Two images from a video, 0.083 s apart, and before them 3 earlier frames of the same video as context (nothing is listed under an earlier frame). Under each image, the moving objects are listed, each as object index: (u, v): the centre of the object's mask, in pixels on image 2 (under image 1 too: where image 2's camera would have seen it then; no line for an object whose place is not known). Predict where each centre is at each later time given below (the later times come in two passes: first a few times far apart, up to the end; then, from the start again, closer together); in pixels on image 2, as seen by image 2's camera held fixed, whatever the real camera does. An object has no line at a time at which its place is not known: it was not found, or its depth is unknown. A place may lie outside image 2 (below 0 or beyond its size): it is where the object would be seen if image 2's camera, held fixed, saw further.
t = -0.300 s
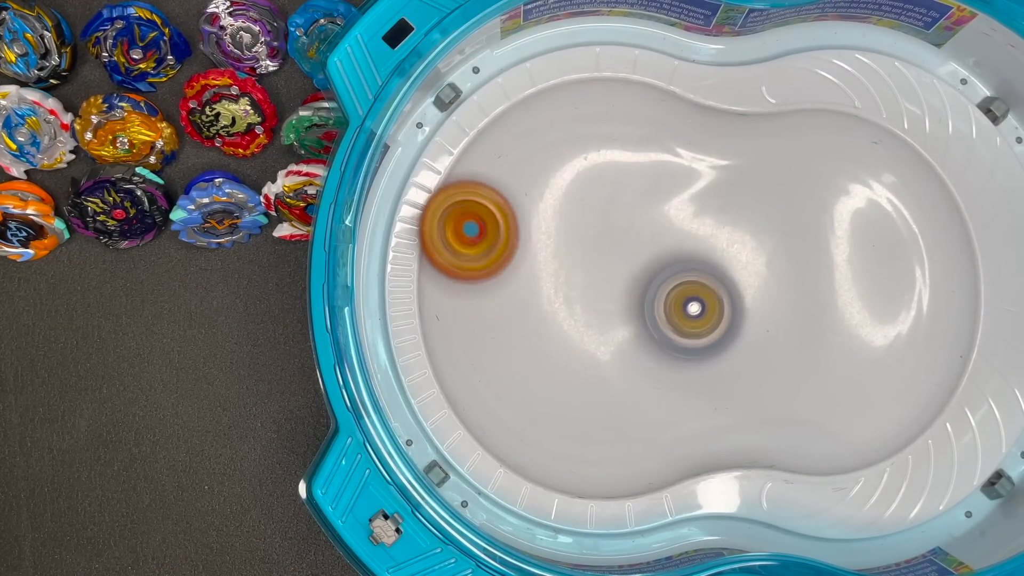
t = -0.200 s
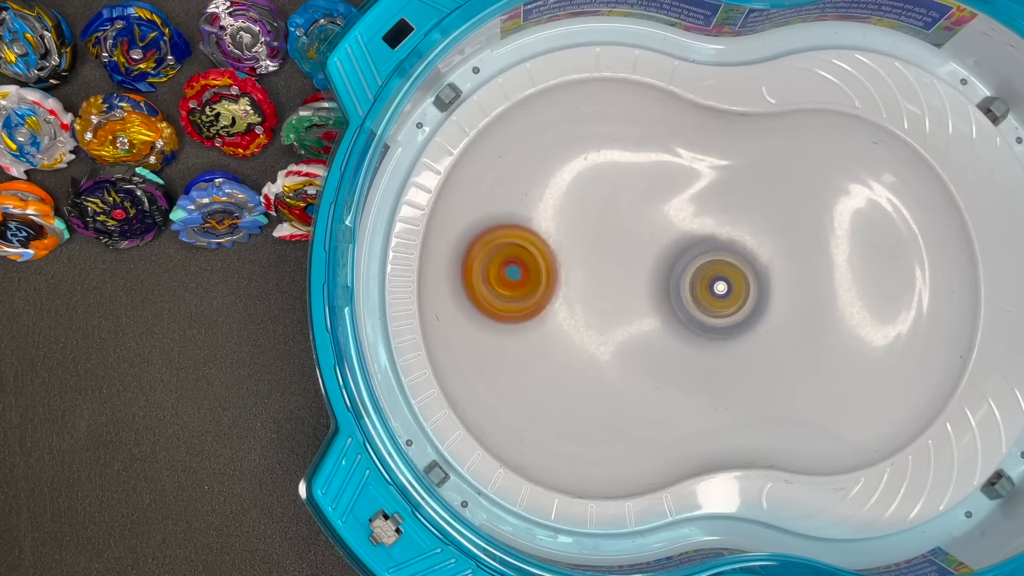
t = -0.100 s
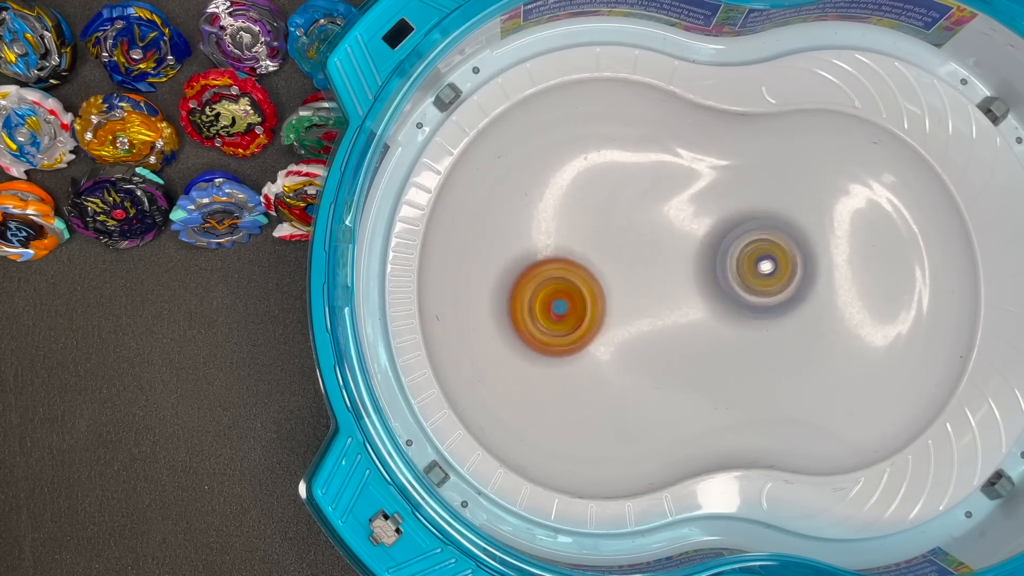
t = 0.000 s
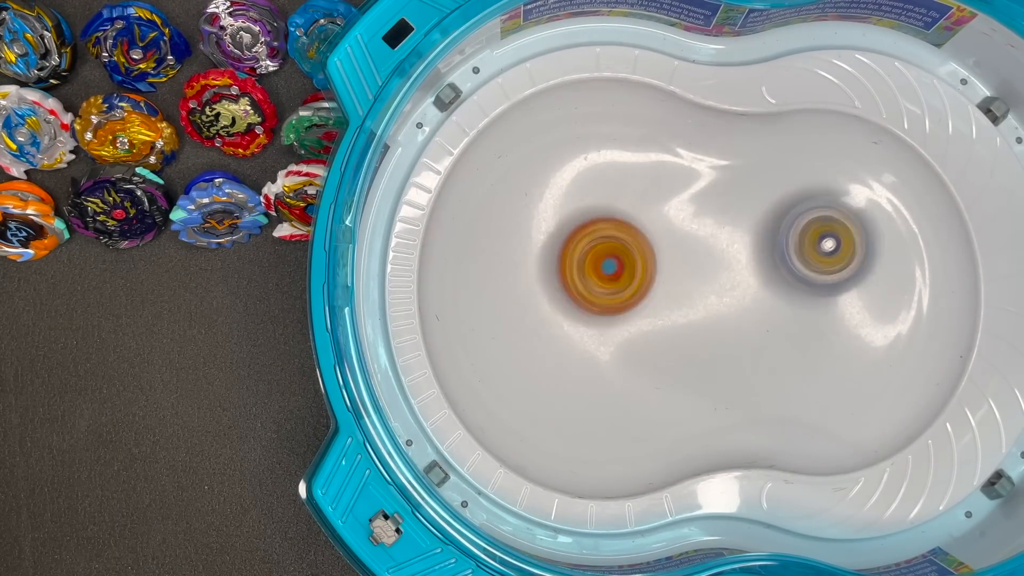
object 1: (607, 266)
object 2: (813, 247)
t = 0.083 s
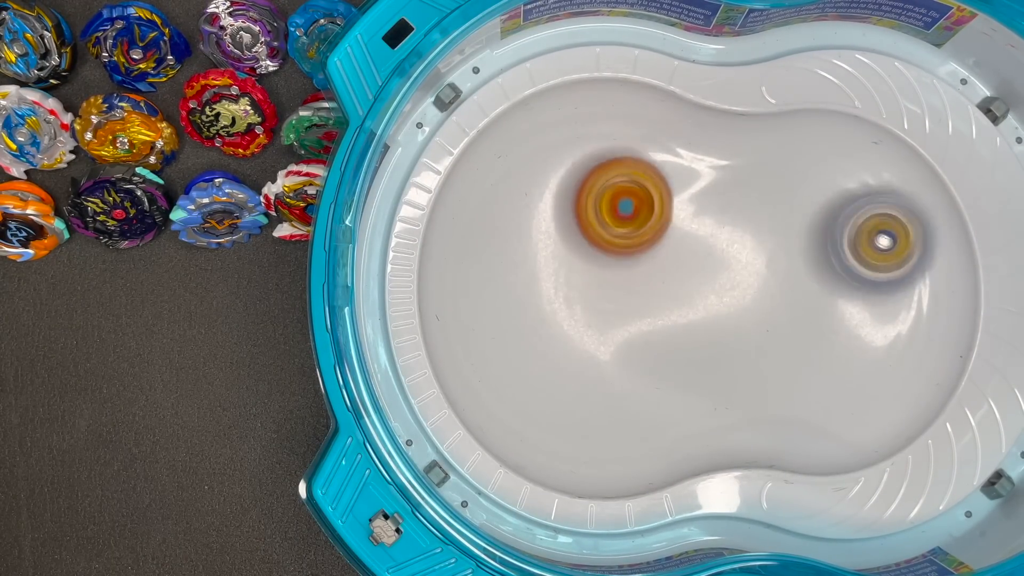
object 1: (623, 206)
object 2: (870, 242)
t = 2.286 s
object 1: (730, 382)
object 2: (534, 235)
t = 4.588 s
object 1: (659, 253)
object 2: (569, 432)
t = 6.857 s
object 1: (685, 227)
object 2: (826, 198)
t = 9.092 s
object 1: (646, 168)
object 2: (773, 324)
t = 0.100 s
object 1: (623, 192)
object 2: (879, 247)
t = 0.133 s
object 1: (614, 166)
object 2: (895, 260)
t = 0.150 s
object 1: (609, 155)
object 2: (902, 268)
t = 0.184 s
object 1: (592, 140)
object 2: (911, 293)
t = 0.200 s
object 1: (583, 135)
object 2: (910, 305)
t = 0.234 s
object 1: (562, 135)
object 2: (905, 333)
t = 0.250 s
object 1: (550, 139)
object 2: (896, 349)
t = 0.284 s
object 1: (529, 154)
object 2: (872, 371)
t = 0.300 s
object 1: (520, 167)
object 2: (851, 379)
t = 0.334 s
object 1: (507, 200)
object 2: (811, 389)
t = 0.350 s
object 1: (503, 220)
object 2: (792, 388)
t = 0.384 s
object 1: (507, 257)
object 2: (749, 380)
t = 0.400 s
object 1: (513, 275)
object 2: (728, 372)
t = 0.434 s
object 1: (535, 310)
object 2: (681, 352)
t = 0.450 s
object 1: (549, 326)
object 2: (660, 339)
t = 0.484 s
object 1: (541, 351)
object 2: (663, 315)
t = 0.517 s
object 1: (529, 372)
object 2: (674, 294)
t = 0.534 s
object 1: (525, 381)
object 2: (682, 284)
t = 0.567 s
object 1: (525, 394)
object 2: (700, 261)
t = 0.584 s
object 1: (527, 399)
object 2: (709, 254)
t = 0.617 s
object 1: (537, 404)
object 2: (733, 231)
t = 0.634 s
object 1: (545, 405)
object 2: (745, 219)
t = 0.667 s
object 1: (566, 402)
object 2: (773, 202)
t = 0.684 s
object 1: (579, 399)
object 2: (794, 192)
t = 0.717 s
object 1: (609, 388)
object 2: (831, 175)
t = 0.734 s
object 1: (624, 381)
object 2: (844, 173)
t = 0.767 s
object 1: (657, 362)
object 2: (883, 168)
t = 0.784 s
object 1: (674, 351)
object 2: (906, 169)
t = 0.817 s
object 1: (712, 326)
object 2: (934, 186)
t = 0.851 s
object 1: (748, 302)
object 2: (941, 215)
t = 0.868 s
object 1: (763, 290)
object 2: (941, 231)
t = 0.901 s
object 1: (789, 268)
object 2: (926, 267)
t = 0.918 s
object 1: (799, 257)
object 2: (920, 286)
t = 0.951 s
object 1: (815, 242)
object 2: (903, 321)
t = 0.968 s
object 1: (821, 235)
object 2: (894, 335)
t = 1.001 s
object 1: (830, 221)
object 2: (871, 356)
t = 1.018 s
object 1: (833, 214)
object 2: (855, 363)
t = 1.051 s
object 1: (837, 200)
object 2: (825, 368)
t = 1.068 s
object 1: (837, 192)
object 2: (811, 367)
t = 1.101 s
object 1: (832, 181)
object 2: (781, 358)
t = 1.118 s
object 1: (826, 176)
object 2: (763, 349)
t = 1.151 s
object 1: (811, 172)
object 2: (729, 332)
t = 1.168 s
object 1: (804, 173)
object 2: (715, 320)
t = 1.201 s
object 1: (788, 177)
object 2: (690, 300)
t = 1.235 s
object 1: (775, 183)
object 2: (669, 277)
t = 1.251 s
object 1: (770, 187)
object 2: (665, 268)
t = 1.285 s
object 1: (761, 195)
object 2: (652, 248)
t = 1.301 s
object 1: (757, 200)
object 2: (647, 241)
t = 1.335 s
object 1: (751, 210)
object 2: (640, 222)
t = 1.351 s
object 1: (750, 215)
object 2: (640, 215)
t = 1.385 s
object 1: (751, 225)
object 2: (637, 205)
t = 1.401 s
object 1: (756, 230)
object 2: (632, 201)
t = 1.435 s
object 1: (766, 241)
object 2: (624, 196)
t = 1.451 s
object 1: (772, 248)
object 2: (620, 193)
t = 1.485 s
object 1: (785, 262)
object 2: (613, 190)
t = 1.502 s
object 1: (795, 269)
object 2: (608, 188)
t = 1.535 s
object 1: (817, 281)
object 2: (603, 182)
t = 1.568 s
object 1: (839, 295)
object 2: (598, 176)
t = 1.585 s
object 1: (851, 300)
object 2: (599, 172)
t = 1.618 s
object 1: (876, 308)
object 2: (597, 167)
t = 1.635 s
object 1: (889, 309)
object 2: (598, 165)
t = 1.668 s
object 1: (912, 303)
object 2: (601, 161)
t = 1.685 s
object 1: (921, 299)
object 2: (603, 160)
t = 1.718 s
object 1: (935, 287)
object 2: (609, 163)
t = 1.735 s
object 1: (939, 279)
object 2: (610, 166)
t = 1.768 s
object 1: (942, 260)
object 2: (614, 175)
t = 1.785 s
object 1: (938, 248)
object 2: (608, 180)
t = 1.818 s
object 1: (922, 225)
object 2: (611, 193)
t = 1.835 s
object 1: (911, 214)
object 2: (603, 199)
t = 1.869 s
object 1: (886, 199)
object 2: (601, 211)
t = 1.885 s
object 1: (871, 194)
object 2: (591, 218)
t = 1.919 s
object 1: (837, 196)
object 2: (586, 228)
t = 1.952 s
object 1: (806, 207)
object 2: (574, 237)
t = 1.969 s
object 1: (790, 215)
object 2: (567, 241)
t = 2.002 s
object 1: (759, 236)
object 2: (555, 247)
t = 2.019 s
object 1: (745, 249)
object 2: (551, 250)
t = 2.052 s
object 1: (725, 272)
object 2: (538, 252)
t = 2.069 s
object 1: (717, 283)
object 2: (535, 253)
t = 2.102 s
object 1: (705, 303)
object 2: (525, 252)
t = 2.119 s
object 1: (701, 314)
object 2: (523, 252)
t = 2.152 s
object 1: (700, 332)
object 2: (516, 248)
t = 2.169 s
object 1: (700, 340)
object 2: (516, 246)
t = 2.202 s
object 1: (704, 355)
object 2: (517, 241)
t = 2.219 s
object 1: (708, 363)
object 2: (519, 238)
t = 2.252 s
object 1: (719, 373)
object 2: (524, 234)
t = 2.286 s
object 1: (730, 382)
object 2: (534, 235)
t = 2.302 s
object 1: (736, 386)
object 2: (539, 235)
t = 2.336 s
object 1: (752, 390)
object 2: (551, 240)
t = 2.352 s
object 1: (760, 392)
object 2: (556, 243)
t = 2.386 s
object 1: (776, 397)
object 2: (567, 253)
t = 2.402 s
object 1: (787, 400)
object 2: (572, 258)
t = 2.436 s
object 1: (805, 403)
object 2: (583, 272)
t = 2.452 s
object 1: (815, 404)
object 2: (588, 279)
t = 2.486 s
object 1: (834, 402)
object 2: (596, 295)
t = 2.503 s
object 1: (842, 397)
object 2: (599, 302)
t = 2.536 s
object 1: (853, 383)
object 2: (605, 319)
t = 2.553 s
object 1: (856, 374)
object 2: (608, 326)
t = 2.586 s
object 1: (859, 353)
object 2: (609, 344)
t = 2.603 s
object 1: (857, 342)
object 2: (611, 353)
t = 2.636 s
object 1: (852, 321)
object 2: (608, 369)
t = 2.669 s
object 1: (841, 299)
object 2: (603, 384)
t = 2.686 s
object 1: (834, 290)
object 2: (598, 388)
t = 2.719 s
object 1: (821, 273)
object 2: (588, 395)
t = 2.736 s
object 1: (814, 263)
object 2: (583, 396)
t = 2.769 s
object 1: (793, 245)
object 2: (571, 394)
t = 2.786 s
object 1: (784, 236)
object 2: (565, 390)
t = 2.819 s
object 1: (759, 217)
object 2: (559, 380)
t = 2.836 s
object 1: (744, 209)
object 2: (555, 371)
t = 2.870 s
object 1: (714, 195)
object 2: (553, 354)
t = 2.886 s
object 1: (696, 187)
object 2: (553, 347)
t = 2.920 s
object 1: (657, 176)
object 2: (558, 327)
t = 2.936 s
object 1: (638, 170)
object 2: (562, 321)
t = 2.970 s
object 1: (595, 156)
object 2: (573, 305)
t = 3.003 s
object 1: (551, 151)
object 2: (589, 287)
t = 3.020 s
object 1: (529, 153)
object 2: (597, 282)
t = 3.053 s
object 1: (489, 170)
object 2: (617, 268)
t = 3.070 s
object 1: (475, 182)
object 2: (620, 267)
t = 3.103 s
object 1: (453, 216)
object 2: (644, 258)
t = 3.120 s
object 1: (449, 238)
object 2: (656, 256)
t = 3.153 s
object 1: (450, 280)
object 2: (678, 248)
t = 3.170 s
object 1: (456, 302)
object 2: (690, 246)
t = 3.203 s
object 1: (482, 344)
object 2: (718, 239)
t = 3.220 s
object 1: (501, 366)
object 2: (731, 237)
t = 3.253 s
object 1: (552, 402)
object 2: (762, 235)
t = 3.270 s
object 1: (577, 413)
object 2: (778, 230)
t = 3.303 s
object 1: (636, 426)
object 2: (805, 226)
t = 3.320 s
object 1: (666, 423)
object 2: (821, 225)
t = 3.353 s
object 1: (724, 415)
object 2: (851, 222)
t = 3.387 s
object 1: (780, 398)
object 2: (877, 225)
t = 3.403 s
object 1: (809, 390)
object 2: (893, 233)
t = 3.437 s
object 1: (863, 369)
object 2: (920, 245)
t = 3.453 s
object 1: (888, 357)
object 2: (932, 260)
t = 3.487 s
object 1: (908, 385)
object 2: (951, 236)
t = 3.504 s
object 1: (915, 400)
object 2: (953, 220)
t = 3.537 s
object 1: (921, 417)
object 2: (955, 192)
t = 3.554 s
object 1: (918, 423)
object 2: (955, 181)
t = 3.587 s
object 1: (907, 430)
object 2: (945, 157)
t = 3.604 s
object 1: (896, 429)
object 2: (938, 149)
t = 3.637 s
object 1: (872, 416)
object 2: (925, 134)
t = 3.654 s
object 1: (857, 408)
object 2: (921, 125)
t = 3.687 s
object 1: (831, 382)
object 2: (913, 103)
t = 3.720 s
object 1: (811, 355)
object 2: (908, 79)
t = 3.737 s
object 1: (799, 343)
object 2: (906, 68)
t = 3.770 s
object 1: (778, 317)
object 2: (902, 51)
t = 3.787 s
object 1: (770, 306)
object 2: (895, 52)
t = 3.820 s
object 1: (749, 283)
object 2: (883, 60)
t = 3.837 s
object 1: (741, 273)
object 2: (879, 65)
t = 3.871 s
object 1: (719, 256)
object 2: (868, 72)
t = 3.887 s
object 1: (707, 247)
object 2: (862, 73)
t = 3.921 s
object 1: (682, 235)
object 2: (850, 80)
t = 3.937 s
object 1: (667, 232)
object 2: (845, 84)
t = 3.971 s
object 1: (635, 225)
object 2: (834, 91)
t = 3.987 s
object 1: (618, 225)
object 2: (828, 93)
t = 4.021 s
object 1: (582, 223)
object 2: (816, 100)
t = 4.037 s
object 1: (566, 224)
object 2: (812, 104)
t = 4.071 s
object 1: (529, 233)
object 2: (809, 115)
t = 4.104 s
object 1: (498, 245)
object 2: (805, 132)
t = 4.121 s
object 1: (488, 252)
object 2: (803, 143)
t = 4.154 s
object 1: (470, 274)
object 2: (802, 174)
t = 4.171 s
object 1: (462, 285)
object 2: (804, 188)
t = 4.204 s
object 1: (459, 309)
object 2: (802, 221)
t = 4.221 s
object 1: (462, 324)
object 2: (803, 238)
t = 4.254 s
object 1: (475, 348)
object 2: (803, 269)
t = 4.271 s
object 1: (486, 360)
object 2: (802, 284)
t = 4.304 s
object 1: (510, 380)
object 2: (795, 313)
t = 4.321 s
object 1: (522, 385)
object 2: (790, 329)
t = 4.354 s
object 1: (546, 391)
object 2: (779, 355)
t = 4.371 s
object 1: (558, 393)
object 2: (771, 367)
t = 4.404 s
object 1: (581, 387)
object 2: (752, 390)
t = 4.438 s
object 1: (601, 371)
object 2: (726, 407)
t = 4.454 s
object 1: (613, 362)
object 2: (711, 413)
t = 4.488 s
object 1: (630, 338)
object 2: (682, 426)
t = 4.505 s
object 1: (636, 323)
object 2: (664, 431)
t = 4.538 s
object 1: (649, 294)
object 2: (627, 437)
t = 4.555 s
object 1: (653, 281)
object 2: (609, 437)
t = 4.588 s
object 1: (659, 253)
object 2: (569, 432)
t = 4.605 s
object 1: (663, 239)
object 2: (553, 426)
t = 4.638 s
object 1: (664, 214)
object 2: (522, 405)
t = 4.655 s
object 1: (660, 201)
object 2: (507, 391)
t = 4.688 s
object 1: (654, 177)
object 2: (489, 352)
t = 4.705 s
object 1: (651, 167)
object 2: (482, 331)
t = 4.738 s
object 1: (638, 145)
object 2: (479, 292)
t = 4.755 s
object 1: (630, 134)
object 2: (484, 270)
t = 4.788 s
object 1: (610, 122)
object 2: (499, 233)
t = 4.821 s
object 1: (586, 117)
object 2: (523, 204)
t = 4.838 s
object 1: (593, 109)
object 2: (532, 211)
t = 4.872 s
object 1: (612, 115)
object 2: (546, 226)
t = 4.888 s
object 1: (622, 118)
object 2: (557, 233)
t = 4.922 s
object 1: (639, 132)
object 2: (571, 242)
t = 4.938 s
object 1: (645, 142)
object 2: (584, 250)
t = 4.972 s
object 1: (656, 162)
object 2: (601, 266)
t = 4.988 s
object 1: (661, 170)
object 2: (609, 274)
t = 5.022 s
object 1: (667, 194)
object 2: (625, 296)
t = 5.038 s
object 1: (674, 204)
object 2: (632, 301)
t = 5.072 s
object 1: (685, 223)
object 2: (649, 334)
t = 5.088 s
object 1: (693, 225)
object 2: (647, 350)
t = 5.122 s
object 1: (708, 236)
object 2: (648, 385)
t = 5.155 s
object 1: (725, 248)
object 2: (643, 417)
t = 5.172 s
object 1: (730, 253)
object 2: (643, 430)
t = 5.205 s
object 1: (746, 268)
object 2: (631, 450)
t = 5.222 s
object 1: (755, 276)
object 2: (623, 456)
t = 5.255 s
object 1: (773, 289)
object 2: (608, 461)
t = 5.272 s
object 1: (781, 297)
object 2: (598, 457)
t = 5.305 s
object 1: (803, 309)
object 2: (578, 446)
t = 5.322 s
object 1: (813, 315)
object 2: (571, 435)
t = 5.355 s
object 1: (836, 326)
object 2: (556, 415)
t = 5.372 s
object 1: (849, 330)
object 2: (552, 401)
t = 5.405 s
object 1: (875, 339)
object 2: (547, 380)
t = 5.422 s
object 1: (888, 341)
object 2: (550, 366)
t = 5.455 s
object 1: (914, 348)
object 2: (557, 343)
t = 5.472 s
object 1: (924, 347)
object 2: (560, 330)
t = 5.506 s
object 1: (938, 350)
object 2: (572, 311)
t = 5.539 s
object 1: (942, 348)
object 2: (595, 289)
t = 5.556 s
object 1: (937, 345)
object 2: (599, 281)
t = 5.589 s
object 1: (920, 339)
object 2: (623, 261)
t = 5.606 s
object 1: (909, 332)
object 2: (629, 254)
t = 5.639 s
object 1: (879, 323)
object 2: (657, 235)
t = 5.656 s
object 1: (866, 317)
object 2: (665, 229)
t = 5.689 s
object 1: (834, 307)
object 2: (698, 211)
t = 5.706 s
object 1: (818, 303)
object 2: (712, 204)
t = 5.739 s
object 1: (788, 294)
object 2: (742, 188)
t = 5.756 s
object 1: (774, 290)
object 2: (758, 181)
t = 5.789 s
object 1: (743, 283)
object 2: (791, 168)
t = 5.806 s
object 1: (730, 280)
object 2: (807, 160)
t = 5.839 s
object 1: (703, 277)
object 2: (844, 155)
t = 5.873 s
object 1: (677, 277)
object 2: (882, 158)
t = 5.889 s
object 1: (664, 277)
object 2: (898, 165)
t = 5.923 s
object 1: (641, 279)
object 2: (925, 191)
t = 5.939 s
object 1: (630, 278)
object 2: (932, 207)
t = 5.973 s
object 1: (609, 281)
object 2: (944, 246)
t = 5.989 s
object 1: (597, 285)
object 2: (940, 264)
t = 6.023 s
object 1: (580, 289)
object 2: (919, 298)
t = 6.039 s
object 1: (569, 293)
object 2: (917, 312)
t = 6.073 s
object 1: (553, 300)
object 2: (895, 337)
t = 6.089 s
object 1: (546, 305)
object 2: (884, 346)
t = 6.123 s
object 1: (530, 313)
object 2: (846, 356)
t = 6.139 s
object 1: (525, 317)
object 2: (839, 364)
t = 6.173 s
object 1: (512, 325)
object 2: (803, 364)
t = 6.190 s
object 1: (508, 327)
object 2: (795, 369)
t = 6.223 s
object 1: (498, 331)
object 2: (761, 367)
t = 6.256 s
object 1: (497, 332)
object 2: (723, 364)
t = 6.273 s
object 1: (495, 332)
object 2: (711, 364)
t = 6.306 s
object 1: (498, 329)
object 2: (673, 354)
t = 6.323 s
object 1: (500, 326)
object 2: (656, 355)
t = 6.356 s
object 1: (507, 318)
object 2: (624, 348)
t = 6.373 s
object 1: (512, 314)
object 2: (607, 344)
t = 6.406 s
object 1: (512, 307)
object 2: (595, 336)
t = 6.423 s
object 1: (506, 298)
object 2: (599, 332)
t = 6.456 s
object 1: (484, 279)
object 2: (622, 325)
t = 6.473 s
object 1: (480, 270)
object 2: (624, 325)
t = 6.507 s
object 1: (478, 253)
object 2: (646, 319)
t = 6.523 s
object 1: (483, 248)
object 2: (655, 319)
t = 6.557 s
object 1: (494, 241)
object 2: (672, 313)
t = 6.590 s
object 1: (510, 239)
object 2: (686, 303)
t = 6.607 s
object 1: (518, 238)
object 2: (697, 299)
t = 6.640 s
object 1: (540, 232)
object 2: (709, 290)
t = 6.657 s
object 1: (550, 229)
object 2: (720, 283)
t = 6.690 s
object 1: (572, 225)
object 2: (738, 270)
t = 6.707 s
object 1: (585, 223)
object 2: (745, 262)
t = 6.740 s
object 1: (606, 221)
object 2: (763, 249)
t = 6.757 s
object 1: (617, 220)
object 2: (771, 244)
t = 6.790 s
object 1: (639, 219)
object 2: (789, 228)
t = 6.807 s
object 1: (649, 218)
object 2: (797, 223)
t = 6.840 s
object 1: (673, 220)
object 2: (815, 207)
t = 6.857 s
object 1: (685, 227)
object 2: (826, 198)
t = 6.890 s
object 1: (702, 239)
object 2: (846, 189)
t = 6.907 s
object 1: (712, 245)
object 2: (858, 182)
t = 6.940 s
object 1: (729, 260)
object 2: (874, 181)
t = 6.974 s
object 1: (748, 277)
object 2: (890, 185)
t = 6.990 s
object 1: (757, 287)
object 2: (895, 185)
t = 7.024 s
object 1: (771, 305)
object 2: (904, 193)
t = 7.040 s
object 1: (778, 314)
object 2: (906, 201)
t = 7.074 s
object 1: (792, 335)
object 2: (904, 214)
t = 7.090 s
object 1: (798, 344)
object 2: (897, 222)
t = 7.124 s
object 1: (812, 363)
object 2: (886, 236)
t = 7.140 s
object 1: (818, 374)
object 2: (887, 244)
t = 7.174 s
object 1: (828, 392)
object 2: (870, 255)
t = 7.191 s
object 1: (836, 400)
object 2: (865, 261)
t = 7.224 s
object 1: (846, 415)
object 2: (839, 276)
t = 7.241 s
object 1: (852, 419)
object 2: (829, 280)
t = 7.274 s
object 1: (865, 425)
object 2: (809, 288)
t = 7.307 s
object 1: (871, 420)
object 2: (792, 301)
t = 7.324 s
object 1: (874, 414)
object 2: (782, 306)
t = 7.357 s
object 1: (878, 402)
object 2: (763, 317)
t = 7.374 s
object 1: (875, 394)
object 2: (751, 324)
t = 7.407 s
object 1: (870, 376)
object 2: (736, 335)
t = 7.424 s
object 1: (866, 367)
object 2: (726, 340)
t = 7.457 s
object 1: (852, 349)
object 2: (700, 349)
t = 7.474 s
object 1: (846, 339)
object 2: (692, 351)
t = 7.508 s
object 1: (834, 322)
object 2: (668, 359)
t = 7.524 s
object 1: (827, 312)
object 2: (655, 359)
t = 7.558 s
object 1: (817, 292)
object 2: (629, 365)
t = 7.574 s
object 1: (813, 282)
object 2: (615, 367)
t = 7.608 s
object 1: (803, 259)
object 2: (593, 370)
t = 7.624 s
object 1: (800, 249)
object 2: (580, 371)
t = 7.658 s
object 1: (794, 229)
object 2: (560, 366)
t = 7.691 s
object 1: (790, 209)
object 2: (541, 359)
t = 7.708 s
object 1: (788, 201)
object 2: (528, 355)
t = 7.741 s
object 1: (785, 183)
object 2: (513, 346)
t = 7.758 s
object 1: (783, 173)
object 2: (507, 339)
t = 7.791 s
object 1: (781, 159)
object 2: (495, 323)
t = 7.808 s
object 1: (780, 152)
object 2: (490, 316)
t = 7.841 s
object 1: (774, 145)
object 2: (488, 299)
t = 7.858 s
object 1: (770, 146)
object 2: (488, 288)
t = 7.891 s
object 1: (757, 157)
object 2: (487, 266)
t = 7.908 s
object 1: (748, 165)
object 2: (489, 260)
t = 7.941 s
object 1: (738, 180)
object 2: (501, 243)
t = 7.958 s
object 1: (734, 191)
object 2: (505, 234)
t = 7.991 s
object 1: (724, 209)
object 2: (518, 221)
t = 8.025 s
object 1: (721, 228)
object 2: (536, 207)
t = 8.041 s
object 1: (720, 239)
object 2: (546, 202)
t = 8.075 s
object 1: (718, 257)
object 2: (563, 191)
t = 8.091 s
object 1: (718, 265)
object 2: (574, 190)
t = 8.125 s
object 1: (720, 281)
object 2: (593, 182)
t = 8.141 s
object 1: (720, 290)
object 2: (608, 180)
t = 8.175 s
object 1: (721, 307)
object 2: (626, 179)
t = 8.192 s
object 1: (721, 316)
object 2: (640, 179)
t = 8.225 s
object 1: (718, 335)
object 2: (659, 181)
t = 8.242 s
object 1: (717, 341)
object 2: (669, 181)
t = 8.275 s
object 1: (717, 352)
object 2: (692, 185)
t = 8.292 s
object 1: (718, 359)
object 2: (700, 184)
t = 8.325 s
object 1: (715, 368)
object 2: (721, 189)
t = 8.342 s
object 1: (714, 369)
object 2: (727, 188)
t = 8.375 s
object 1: (713, 369)
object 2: (748, 194)
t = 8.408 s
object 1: (711, 367)
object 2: (761, 202)
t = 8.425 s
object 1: (710, 364)
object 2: (770, 203)
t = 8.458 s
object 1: (707, 356)
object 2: (788, 215)
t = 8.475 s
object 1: (705, 351)
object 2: (795, 217)
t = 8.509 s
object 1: (699, 338)
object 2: (810, 226)
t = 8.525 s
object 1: (698, 331)
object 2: (816, 231)
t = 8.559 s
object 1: (692, 314)
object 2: (834, 241)
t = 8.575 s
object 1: (690, 305)
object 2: (841, 247)
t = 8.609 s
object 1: (685, 287)
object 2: (855, 258)
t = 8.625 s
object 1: (684, 279)
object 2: (862, 269)
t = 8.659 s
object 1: (681, 263)
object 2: (874, 279)
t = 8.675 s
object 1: (679, 254)
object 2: (879, 288)
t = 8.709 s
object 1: (681, 238)
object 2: (884, 300)
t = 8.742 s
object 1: (680, 223)
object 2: (890, 311)
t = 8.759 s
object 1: (679, 215)
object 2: (890, 319)
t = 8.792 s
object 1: (680, 198)
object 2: (889, 329)
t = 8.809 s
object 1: (680, 190)
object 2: (893, 336)
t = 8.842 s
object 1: (681, 177)
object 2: (886, 343)
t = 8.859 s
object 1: (682, 169)
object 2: (882, 346)
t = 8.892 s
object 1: (683, 159)
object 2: (863, 352)
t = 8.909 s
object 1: (682, 156)
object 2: (865, 352)
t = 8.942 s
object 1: (677, 152)
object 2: (845, 351)
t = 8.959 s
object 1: (675, 150)
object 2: (836, 347)
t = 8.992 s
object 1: (670, 152)
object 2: (821, 347)
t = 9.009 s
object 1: (665, 153)
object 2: (813, 343)
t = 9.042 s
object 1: (657, 155)
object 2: (798, 335)
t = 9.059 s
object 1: (653, 158)
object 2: (788, 331)
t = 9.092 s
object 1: (646, 168)
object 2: (773, 324)
